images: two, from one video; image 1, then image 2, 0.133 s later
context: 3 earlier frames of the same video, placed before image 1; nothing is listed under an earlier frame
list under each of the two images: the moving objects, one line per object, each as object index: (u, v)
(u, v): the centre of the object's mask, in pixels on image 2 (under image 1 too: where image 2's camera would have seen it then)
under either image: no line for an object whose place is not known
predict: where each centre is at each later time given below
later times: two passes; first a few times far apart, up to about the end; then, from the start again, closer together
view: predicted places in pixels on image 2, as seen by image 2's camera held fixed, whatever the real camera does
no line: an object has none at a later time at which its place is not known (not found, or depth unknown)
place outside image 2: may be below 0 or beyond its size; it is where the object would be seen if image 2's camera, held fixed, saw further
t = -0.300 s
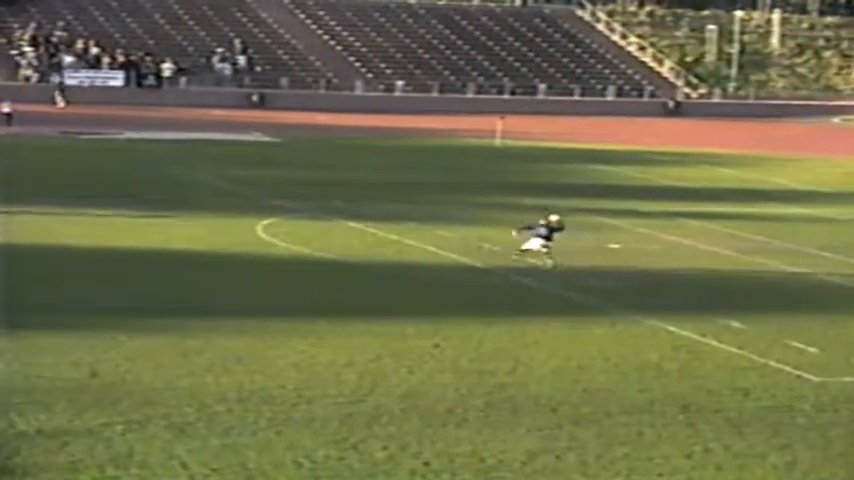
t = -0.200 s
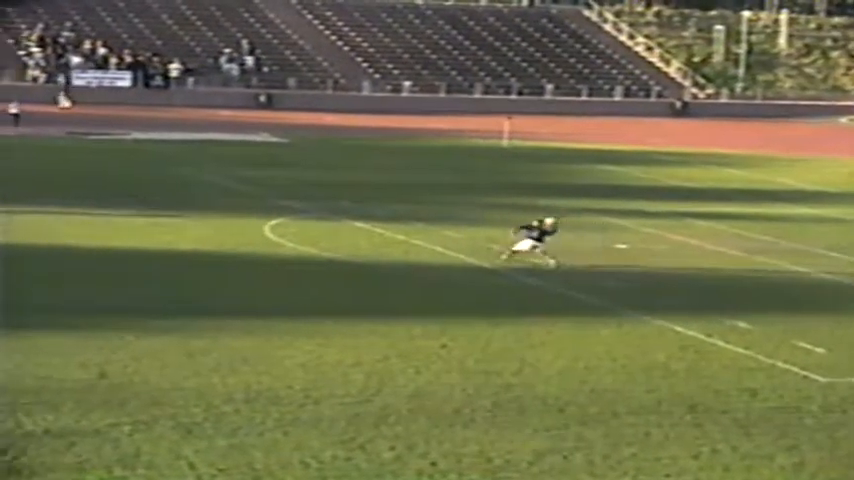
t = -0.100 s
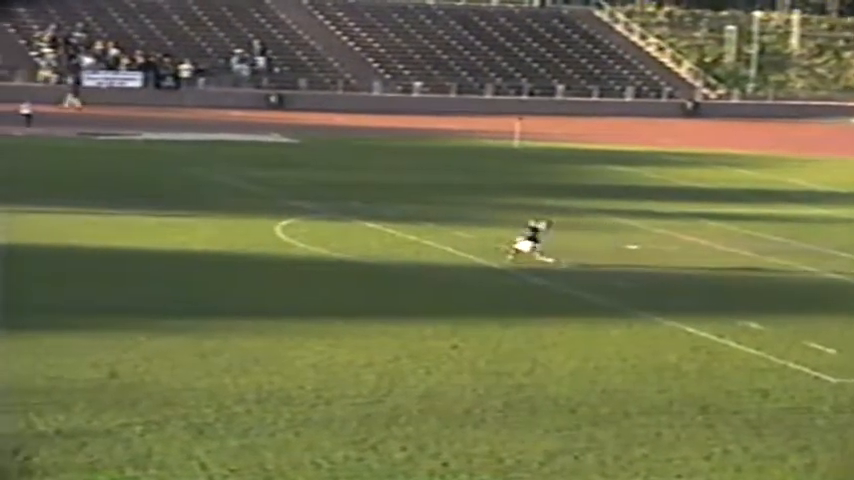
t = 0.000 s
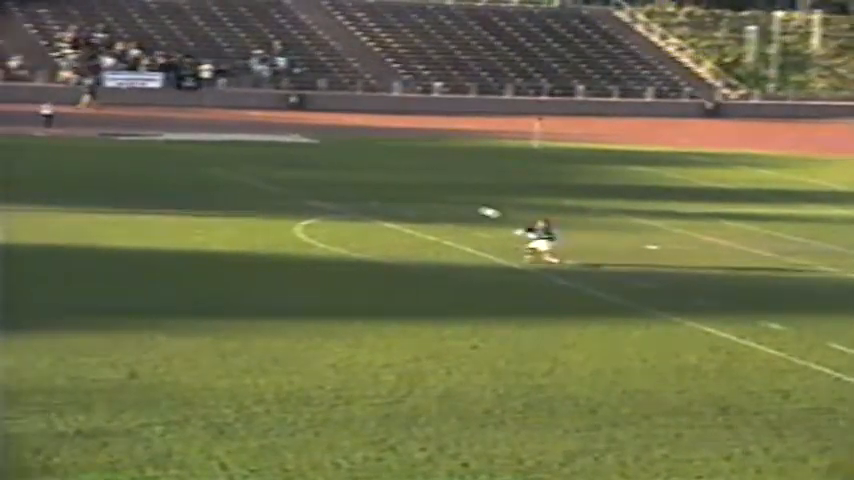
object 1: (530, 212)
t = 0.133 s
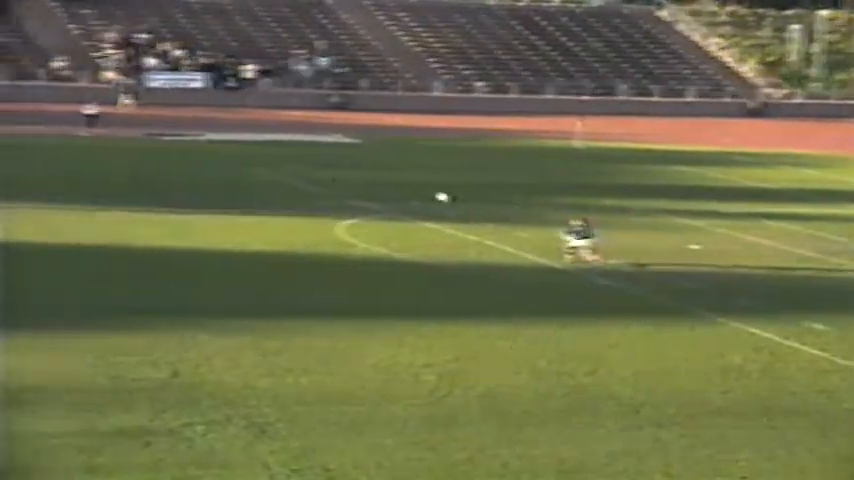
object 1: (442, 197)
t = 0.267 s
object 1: (364, 185)
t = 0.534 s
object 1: (233, 171)
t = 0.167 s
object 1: (423, 194)
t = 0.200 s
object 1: (403, 191)
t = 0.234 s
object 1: (384, 187)
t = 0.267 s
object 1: (364, 185)
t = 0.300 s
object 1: (345, 182)
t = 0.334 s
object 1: (330, 180)
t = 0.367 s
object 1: (311, 178)
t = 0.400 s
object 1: (291, 176)
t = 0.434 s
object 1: (281, 175)
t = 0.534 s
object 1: (233, 171)
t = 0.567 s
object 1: (216, 170)
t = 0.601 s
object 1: (200, 169)
